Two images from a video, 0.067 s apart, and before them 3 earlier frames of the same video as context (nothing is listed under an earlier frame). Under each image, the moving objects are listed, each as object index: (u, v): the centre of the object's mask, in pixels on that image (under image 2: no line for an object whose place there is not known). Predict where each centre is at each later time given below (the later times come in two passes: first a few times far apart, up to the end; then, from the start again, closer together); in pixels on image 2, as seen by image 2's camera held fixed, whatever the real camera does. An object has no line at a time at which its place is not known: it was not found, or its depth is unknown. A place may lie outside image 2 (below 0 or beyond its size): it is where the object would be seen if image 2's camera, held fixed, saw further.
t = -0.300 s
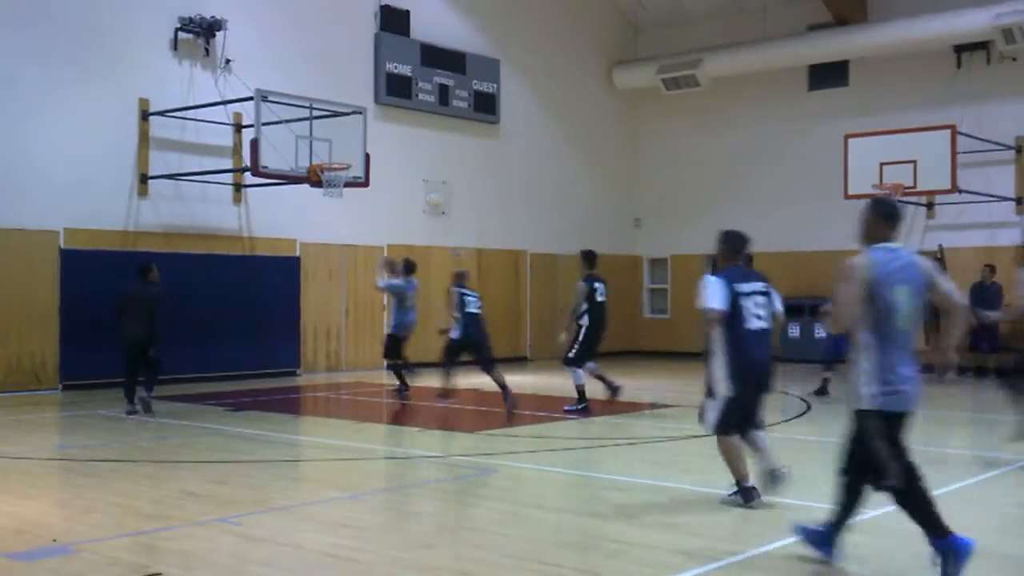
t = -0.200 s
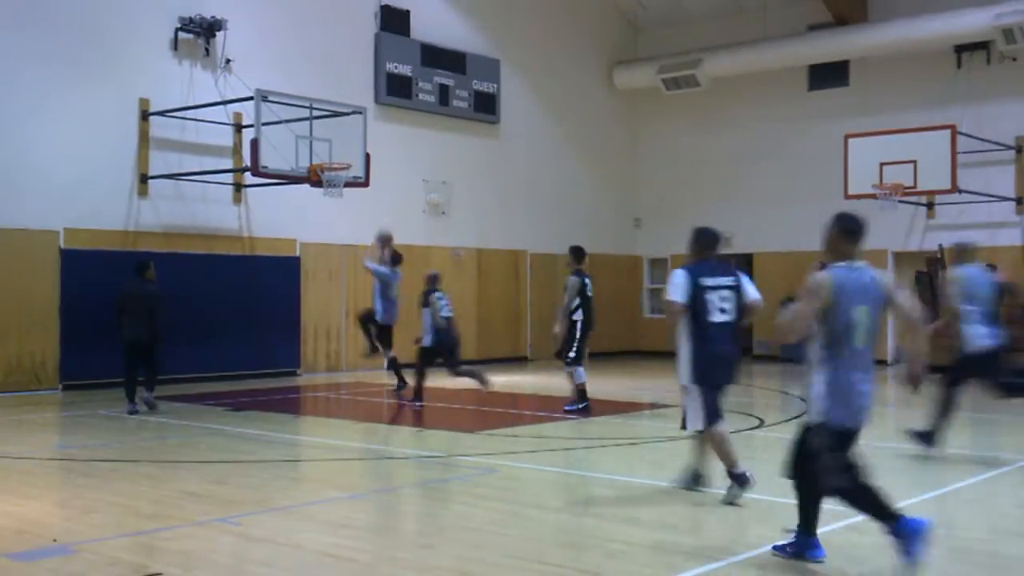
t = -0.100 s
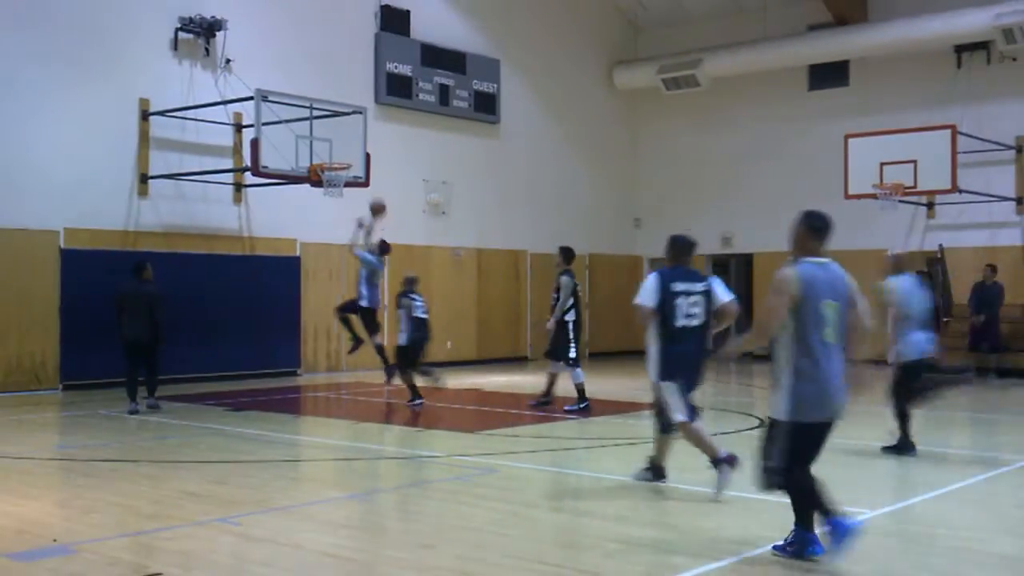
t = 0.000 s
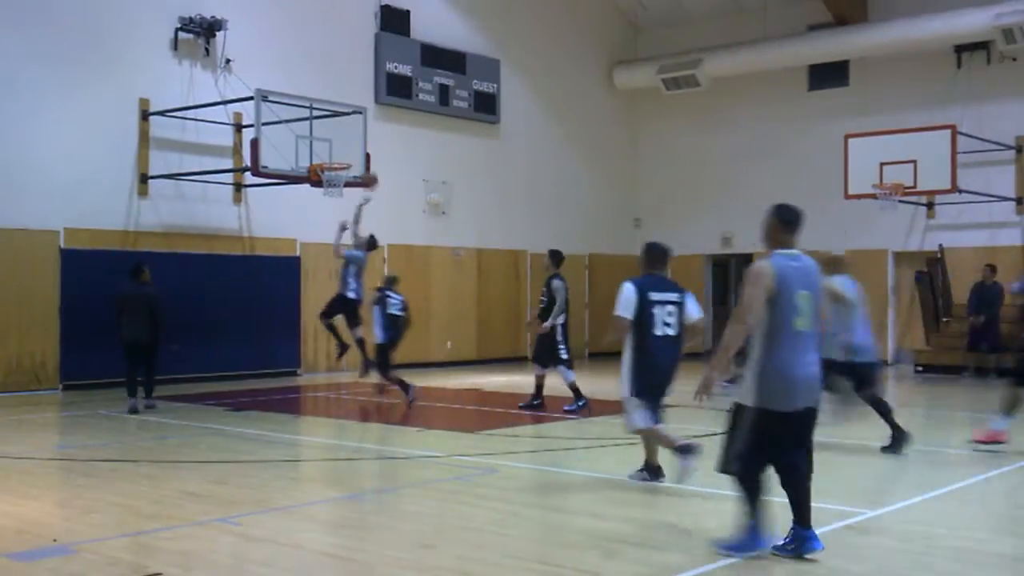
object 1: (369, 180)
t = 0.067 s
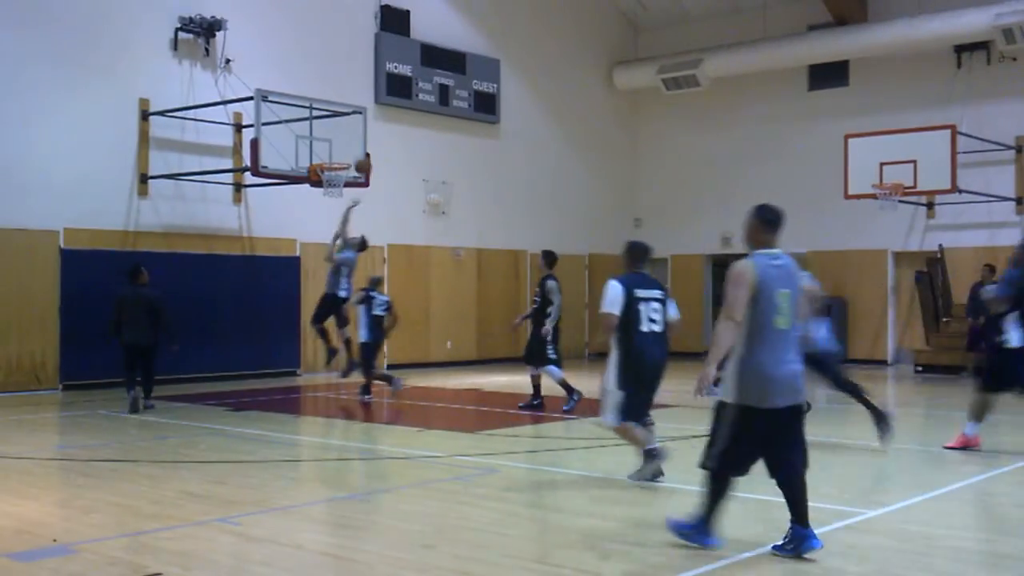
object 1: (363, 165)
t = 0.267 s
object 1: (345, 142)
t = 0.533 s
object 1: (342, 155)
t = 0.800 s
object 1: (357, 157)
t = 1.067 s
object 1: (374, 201)
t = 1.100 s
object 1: (376, 209)
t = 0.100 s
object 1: (359, 160)
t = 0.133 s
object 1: (356, 154)
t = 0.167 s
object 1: (354, 150)
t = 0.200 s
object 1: (351, 146)
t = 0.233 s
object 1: (348, 144)
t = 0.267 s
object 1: (345, 142)
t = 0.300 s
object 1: (342, 141)
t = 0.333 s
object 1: (340, 141)
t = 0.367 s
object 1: (340, 141)
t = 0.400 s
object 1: (340, 142)
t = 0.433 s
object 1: (341, 145)
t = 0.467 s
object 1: (341, 147)
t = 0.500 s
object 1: (342, 151)
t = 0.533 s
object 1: (342, 155)
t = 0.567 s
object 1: (342, 158)
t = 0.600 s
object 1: (345, 156)
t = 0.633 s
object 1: (347, 154)
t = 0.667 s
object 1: (349, 153)
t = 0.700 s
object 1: (351, 153)
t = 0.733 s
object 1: (353, 153)
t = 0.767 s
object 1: (355, 155)
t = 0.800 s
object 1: (357, 157)
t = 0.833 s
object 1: (359, 159)
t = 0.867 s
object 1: (361, 163)
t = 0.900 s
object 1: (364, 167)
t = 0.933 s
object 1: (366, 172)
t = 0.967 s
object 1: (368, 178)
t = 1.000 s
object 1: (371, 186)
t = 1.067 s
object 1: (374, 201)
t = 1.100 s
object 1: (376, 209)
